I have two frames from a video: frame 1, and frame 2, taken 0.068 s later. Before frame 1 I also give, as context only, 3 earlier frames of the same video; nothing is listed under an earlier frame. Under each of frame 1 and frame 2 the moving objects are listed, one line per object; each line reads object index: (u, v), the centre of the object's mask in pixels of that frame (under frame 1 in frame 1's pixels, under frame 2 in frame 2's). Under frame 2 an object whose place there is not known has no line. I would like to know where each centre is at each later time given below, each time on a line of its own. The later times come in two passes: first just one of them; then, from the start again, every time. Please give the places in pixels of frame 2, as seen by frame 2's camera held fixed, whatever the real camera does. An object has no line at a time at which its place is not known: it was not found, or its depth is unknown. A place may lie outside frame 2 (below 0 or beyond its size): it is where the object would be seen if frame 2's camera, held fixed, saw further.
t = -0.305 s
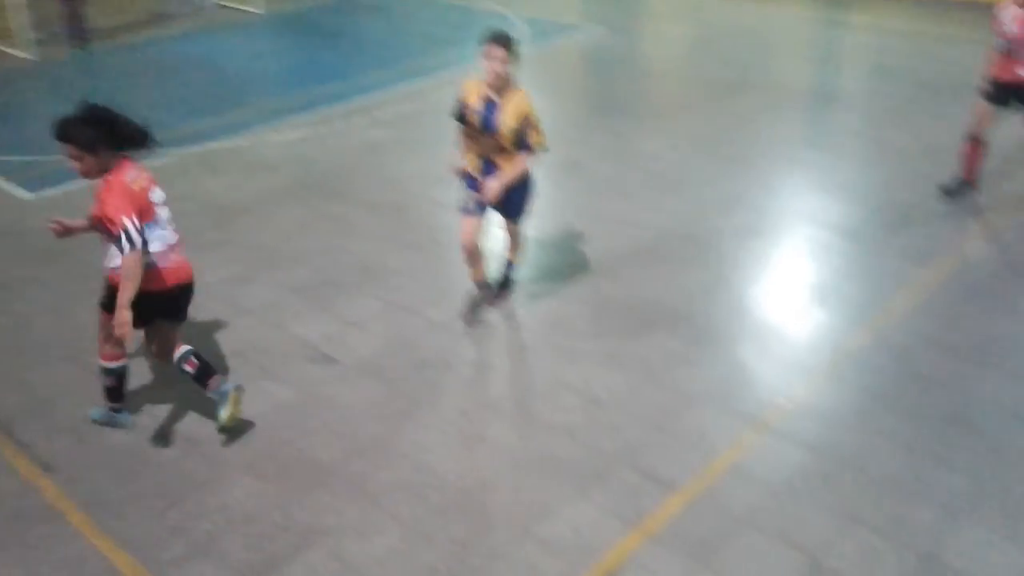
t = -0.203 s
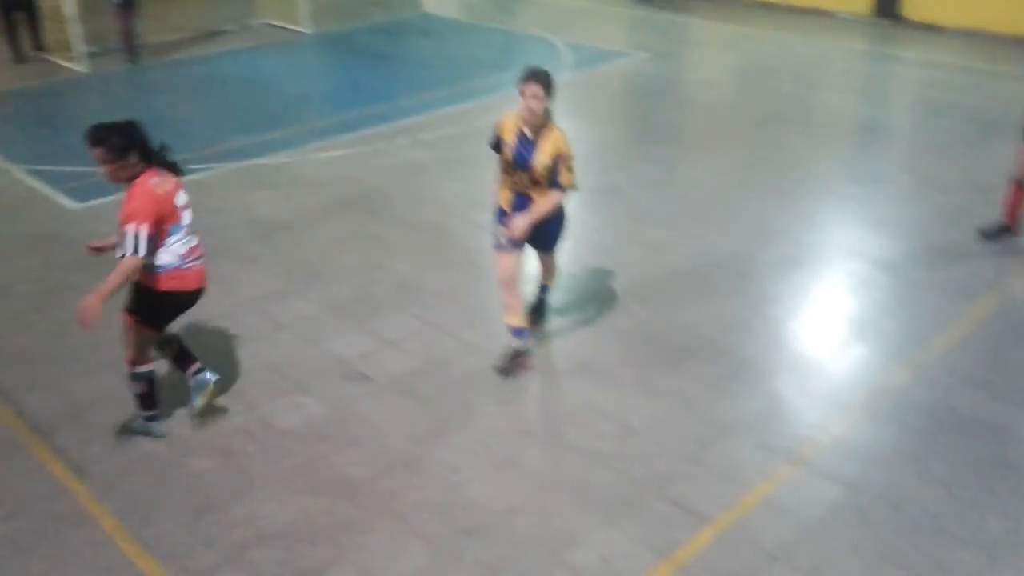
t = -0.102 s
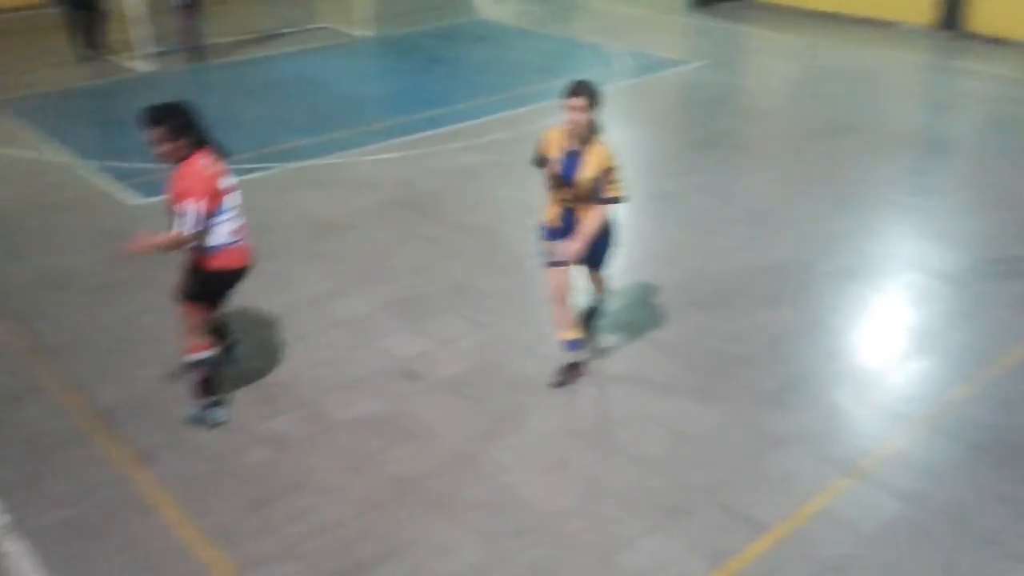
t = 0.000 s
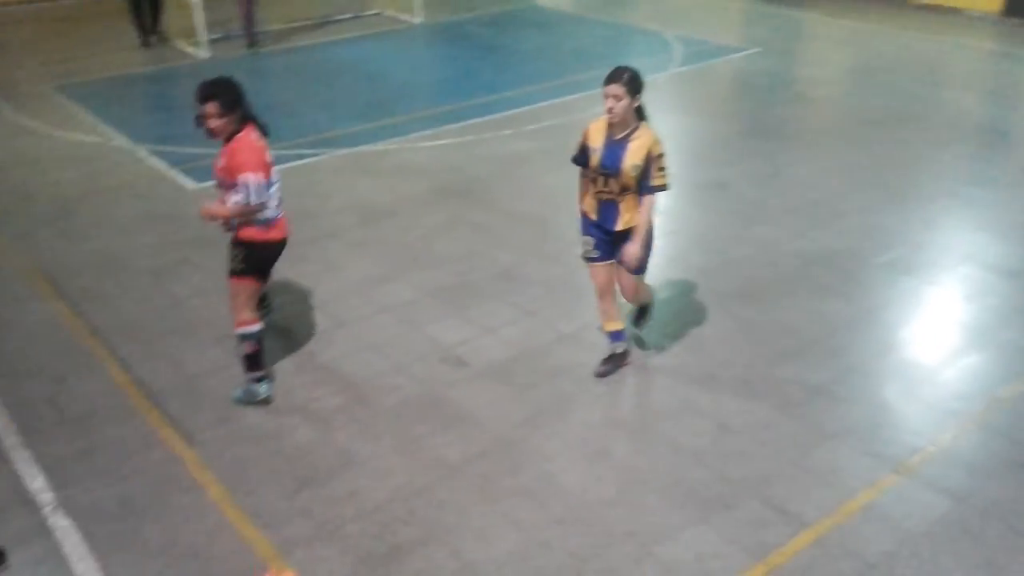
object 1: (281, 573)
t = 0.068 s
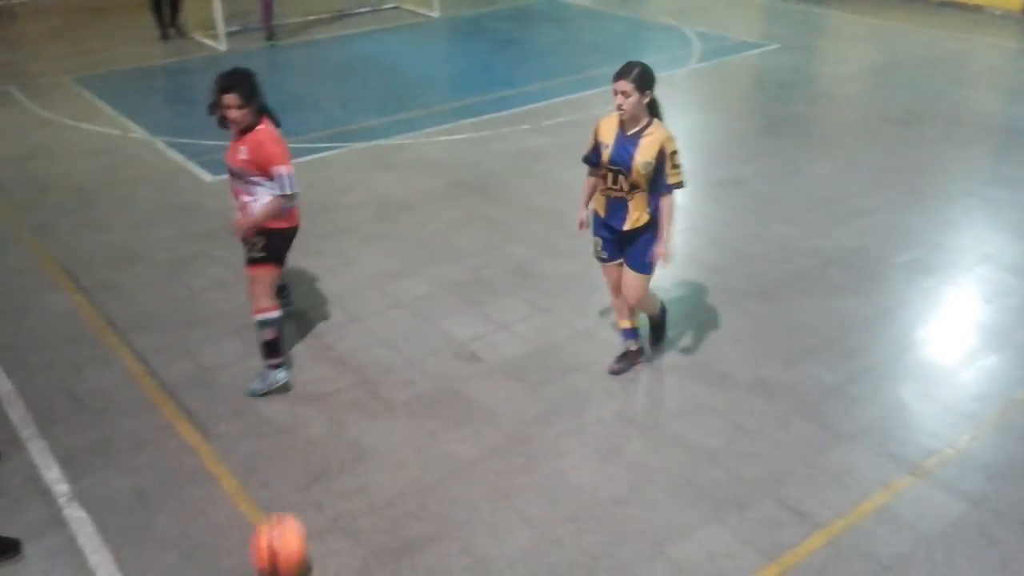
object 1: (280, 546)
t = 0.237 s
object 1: (264, 461)
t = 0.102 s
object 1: (275, 523)
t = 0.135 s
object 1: (272, 504)
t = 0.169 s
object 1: (269, 489)
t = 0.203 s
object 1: (267, 474)
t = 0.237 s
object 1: (264, 461)
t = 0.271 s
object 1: (263, 453)
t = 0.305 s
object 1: (262, 448)
